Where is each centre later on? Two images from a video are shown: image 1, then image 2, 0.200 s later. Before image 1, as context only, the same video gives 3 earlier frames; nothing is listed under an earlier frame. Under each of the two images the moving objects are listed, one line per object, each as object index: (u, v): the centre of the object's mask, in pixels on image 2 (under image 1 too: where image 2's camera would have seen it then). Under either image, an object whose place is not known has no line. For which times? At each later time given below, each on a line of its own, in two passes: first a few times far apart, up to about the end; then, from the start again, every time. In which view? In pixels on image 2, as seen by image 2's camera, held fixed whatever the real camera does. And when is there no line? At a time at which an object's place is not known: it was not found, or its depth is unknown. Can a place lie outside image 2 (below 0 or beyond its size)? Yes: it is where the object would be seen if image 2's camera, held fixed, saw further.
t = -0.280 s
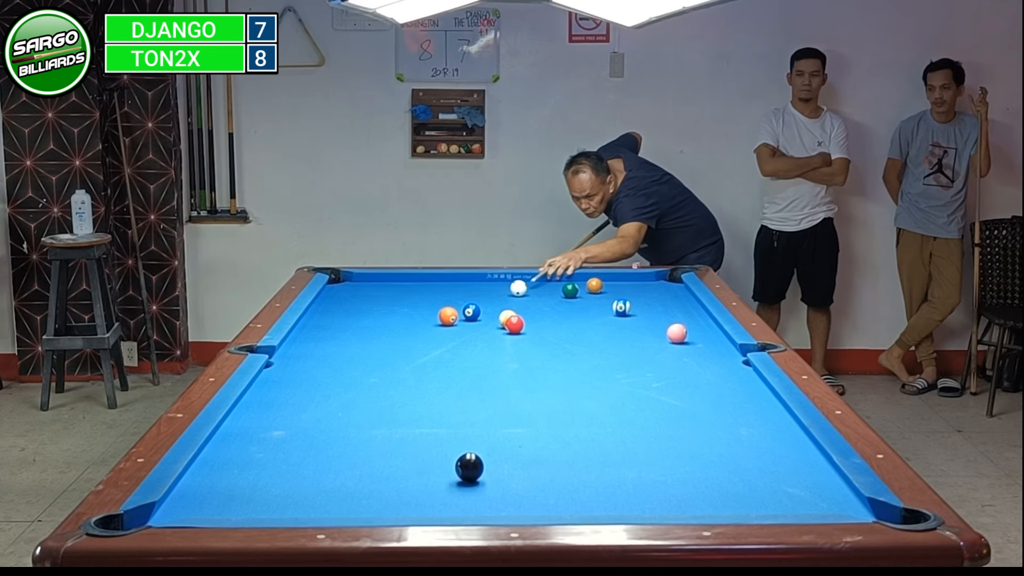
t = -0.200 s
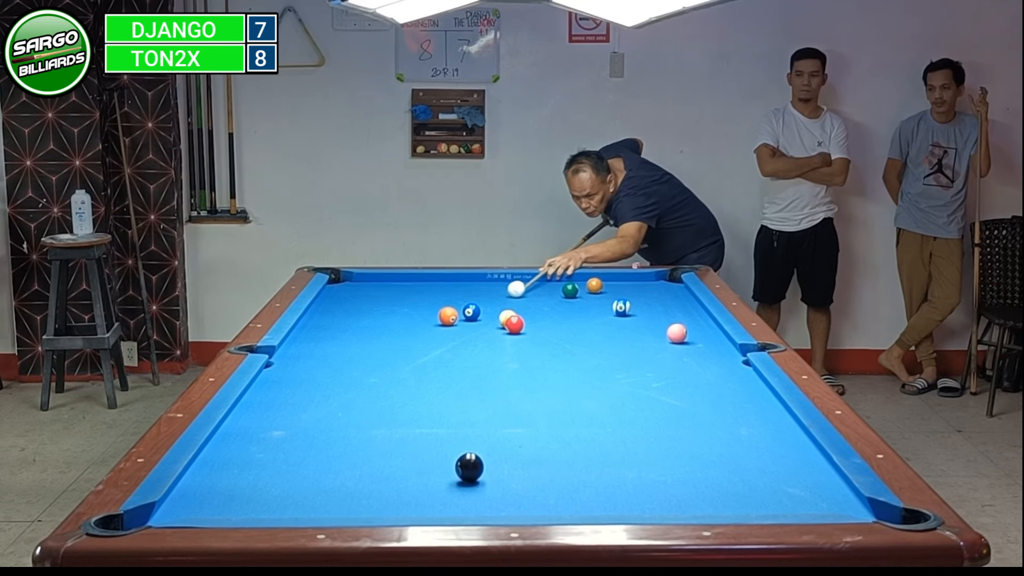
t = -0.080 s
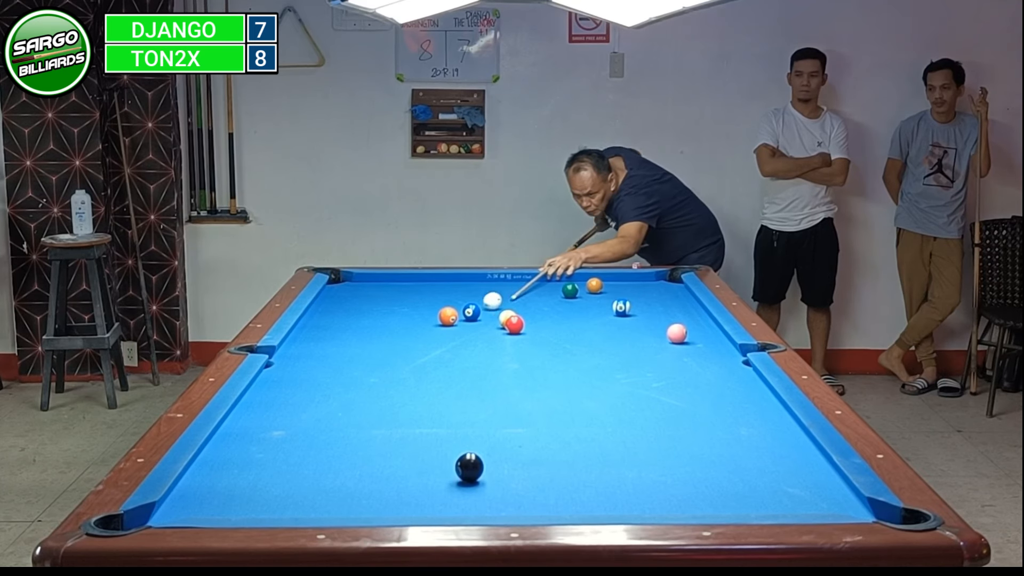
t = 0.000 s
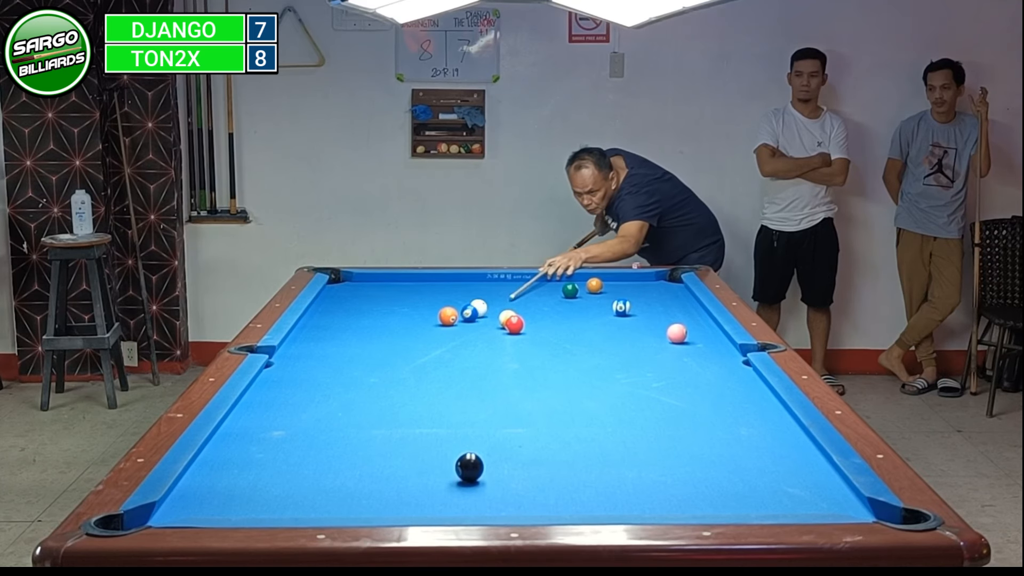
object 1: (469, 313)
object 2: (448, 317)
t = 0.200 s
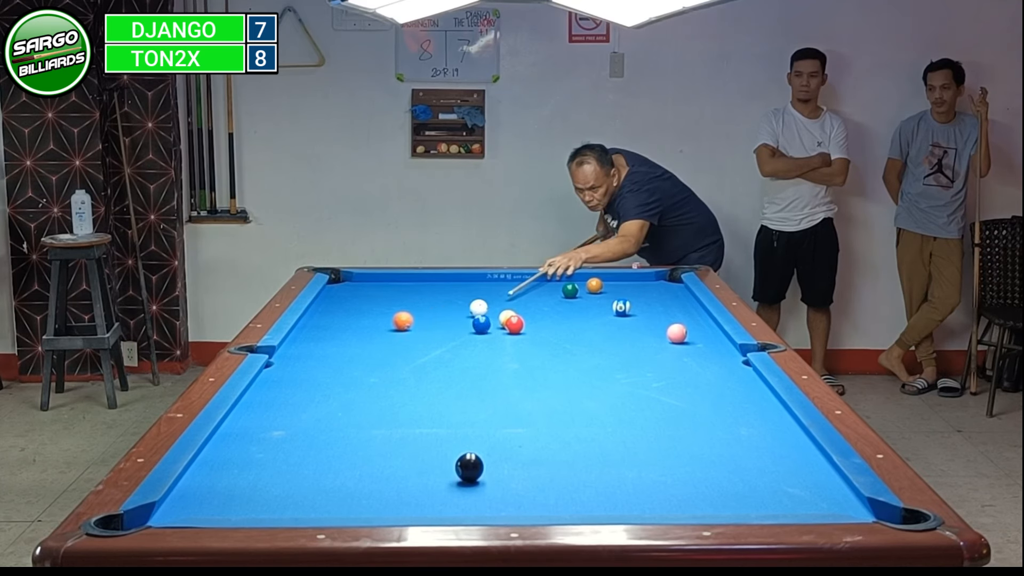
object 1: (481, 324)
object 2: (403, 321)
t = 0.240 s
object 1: (484, 326)
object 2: (395, 322)
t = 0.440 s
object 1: (501, 336)
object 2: (350, 327)
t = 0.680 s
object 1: (524, 348)
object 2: (299, 333)
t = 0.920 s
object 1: (549, 362)
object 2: (324, 336)
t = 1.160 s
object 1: (573, 376)
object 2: (346, 340)
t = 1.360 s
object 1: (596, 389)
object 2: (364, 343)
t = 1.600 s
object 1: (623, 404)
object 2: (384, 347)
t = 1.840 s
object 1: (653, 420)
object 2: (405, 350)
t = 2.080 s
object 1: (683, 438)
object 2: (424, 353)
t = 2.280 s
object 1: (711, 453)
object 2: (440, 355)
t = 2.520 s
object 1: (747, 474)
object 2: (458, 358)
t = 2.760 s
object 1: (783, 494)
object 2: (474, 361)
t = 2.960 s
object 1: (815, 505)
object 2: (487, 363)
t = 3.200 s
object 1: (826, 501)
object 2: (501, 365)
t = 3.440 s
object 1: (833, 495)
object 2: (513, 367)
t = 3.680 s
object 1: (837, 487)
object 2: (523, 369)
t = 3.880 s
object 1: (829, 483)
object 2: (531, 370)
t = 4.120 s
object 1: (819, 479)
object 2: (539, 371)
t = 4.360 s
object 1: (813, 475)
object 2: (545, 372)
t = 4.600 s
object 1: (809, 473)
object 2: (550, 373)
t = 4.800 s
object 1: (806, 472)
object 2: (553, 373)
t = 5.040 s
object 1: (806, 471)
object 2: (555, 373)
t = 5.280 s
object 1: (806, 470)
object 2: (556, 373)
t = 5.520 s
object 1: (806, 470)
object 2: (556, 373)
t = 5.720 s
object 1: (806, 470)
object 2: (556, 373)
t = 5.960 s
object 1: (806, 470)
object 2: (556, 373)
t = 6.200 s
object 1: (806, 470)
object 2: (556, 373)
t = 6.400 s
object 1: (806, 470)
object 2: (556, 373)
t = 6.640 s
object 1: (806, 470)
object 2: (556, 373)
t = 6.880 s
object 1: (806, 470)
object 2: (556, 373)
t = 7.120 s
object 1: (806, 470)
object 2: (556, 373)
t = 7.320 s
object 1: (806, 470)
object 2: (556, 373)
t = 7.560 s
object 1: (806, 470)
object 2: (556, 373)
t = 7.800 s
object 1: (806, 470)
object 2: (556, 373)
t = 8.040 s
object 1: (806, 470)
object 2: (556, 373)
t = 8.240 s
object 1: (806, 470)
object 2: (556, 373)
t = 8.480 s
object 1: (806, 470)
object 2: (556, 373)
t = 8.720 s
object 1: (806, 470)
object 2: (556, 373)
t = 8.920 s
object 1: (806, 470)
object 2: (556, 373)
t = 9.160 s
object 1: (806, 470)
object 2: (556, 373)
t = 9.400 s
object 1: (806, 470)
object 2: (556, 373)
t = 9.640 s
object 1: (806, 470)
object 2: (556, 373)
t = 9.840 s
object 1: (806, 470)
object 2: (556, 373)
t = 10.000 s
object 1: (806, 470)
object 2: (556, 373)
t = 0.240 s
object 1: (484, 326)
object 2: (395, 322)
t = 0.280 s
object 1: (488, 329)
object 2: (384, 323)
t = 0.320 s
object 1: (491, 330)
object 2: (376, 324)
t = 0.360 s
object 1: (494, 332)
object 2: (369, 325)
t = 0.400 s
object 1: (499, 335)
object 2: (357, 326)
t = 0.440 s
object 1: (501, 336)
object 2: (350, 327)
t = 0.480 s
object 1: (505, 338)
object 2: (342, 328)
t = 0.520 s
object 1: (509, 340)
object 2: (330, 329)
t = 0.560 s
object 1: (513, 342)
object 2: (323, 329)
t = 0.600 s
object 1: (517, 345)
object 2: (311, 331)
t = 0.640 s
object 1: (520, 347)
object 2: (304, 331)
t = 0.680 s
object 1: (524, 348)
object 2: (299, 333)
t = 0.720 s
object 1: (528, 351)
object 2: (304, 333)
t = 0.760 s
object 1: (532, 353)
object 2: (308, 334)
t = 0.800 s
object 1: (535, 355)
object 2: (311, 334)
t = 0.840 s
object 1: (540, 357)
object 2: (316, 335)
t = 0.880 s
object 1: (544, 359)
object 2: (319, 336)
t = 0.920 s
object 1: (549, 362)
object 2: (324, 336)
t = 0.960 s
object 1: (552, 364)
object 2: (327, 337)
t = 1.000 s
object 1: (556, 366)
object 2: (330, 337)
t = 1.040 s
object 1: (561, 369)
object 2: (335, 338)
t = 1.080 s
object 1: (564, 371)
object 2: (338, 339)
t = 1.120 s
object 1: (568, 373)
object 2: (341, 339)
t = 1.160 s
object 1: (573, 376)
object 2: (346, 340)
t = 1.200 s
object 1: (577, 378)
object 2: (349, 341)
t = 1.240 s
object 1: (583, 381)
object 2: (353, 341)
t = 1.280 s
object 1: (586, 383)
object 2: (356, 342)
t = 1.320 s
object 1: (590, 386)
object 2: (359, 342)
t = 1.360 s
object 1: (596, 389)
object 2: (364, 343)
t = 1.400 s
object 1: (600, 391)
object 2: (367, 344)
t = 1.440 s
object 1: (604, 393)
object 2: (370, 344)
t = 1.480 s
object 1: (609, 396)
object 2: (374, 345)
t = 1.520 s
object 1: (613, 398)
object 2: (377, 345)
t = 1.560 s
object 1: (619, 402)
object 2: (382, 346)
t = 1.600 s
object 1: (623, 404)
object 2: (384, 347)
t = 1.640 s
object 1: (628, 406)
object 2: (387, 347)
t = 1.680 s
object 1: (634, 410)
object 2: (392, 348)
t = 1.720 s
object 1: (638, 412)
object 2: (395, 348)
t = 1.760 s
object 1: (642, 414)
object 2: (398, 349)
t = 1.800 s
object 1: (648, 418)
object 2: (402, 349)
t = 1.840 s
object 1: (653, 420)
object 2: (405, 350)
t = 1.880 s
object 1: (659, 424)
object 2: (409, 351)
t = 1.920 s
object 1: (663, 427)
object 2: (412, 351)
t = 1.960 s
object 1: (668, 429)
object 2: (414, 352)
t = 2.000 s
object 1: (674, 433)
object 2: (418, 352)
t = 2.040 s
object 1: (679, 435)
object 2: (421, 352)
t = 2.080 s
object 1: (683, 438)
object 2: (424, 353)
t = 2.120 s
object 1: (690, 442)
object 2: (428, 353)
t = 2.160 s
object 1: (695, 444)
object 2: (431, 354)
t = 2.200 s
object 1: (702, 448)
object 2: (434, 355)
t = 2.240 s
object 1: (706, 451)
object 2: (437, 355)
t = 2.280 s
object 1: (711, 453)
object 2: (440, 355)
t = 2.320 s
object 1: (718, 457)
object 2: (444, 356)
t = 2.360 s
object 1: (723, 460)
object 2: (446, 356)
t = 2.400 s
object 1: (728, 463)
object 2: (448, 357)
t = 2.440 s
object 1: (735, 467)
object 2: (452, 357)
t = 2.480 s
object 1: (740, 470)
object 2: (455, 358)
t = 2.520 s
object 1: (747, 474)
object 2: (458, 358)
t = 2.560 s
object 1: (752, 477)
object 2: (460, 359)
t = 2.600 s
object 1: (757, 480)
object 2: (463, 359)
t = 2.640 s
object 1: (765, 484)
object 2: (466, 359)
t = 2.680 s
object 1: (770, 487)
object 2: (469, 360)
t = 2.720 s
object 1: (775, 490)
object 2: (471, 360)
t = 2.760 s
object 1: (783, 494)
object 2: (474, 361)
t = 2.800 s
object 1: (788, 497)
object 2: (476, 361)
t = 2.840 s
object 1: (796, 500)
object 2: (480, 362)
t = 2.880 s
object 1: (801, 502)
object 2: (482, 362)
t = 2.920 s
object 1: (807, 504)
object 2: (484, 362)
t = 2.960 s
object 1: (815, 505)
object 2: (487, 363)
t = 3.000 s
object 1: (819, 506)
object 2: (489, 363)
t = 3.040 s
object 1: (820, 505)
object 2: (491, 363)
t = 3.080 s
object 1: (822, 504)
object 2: (494, 364)
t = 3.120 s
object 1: (823, 503)
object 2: (496, 364)
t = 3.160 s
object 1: (825, 502)
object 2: (499, 365)
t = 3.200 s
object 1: (826, 501)
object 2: (501, 365)
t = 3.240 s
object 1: (827, 501)
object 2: (502, 365)
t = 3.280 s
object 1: (829, 499)
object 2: (505, 366)
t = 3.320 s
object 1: (830, 499)
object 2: (507, 366)
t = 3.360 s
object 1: (831, 498)
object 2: (508, 366)
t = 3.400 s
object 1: (832, 496)
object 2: (511, 367)
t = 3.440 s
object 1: (833, 495)
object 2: (513, 367)
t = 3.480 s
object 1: (835, 493)
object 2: (515, 367)
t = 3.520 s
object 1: (835, 492)
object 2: (517, 367)
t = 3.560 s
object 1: (836, 491)
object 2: (518, 368)
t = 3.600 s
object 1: (838, 489)
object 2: (520, 368)
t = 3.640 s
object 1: (838, 488)
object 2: (522, 368)
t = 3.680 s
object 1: (837, 487)
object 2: (523, 369)
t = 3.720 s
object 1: (835, 486)
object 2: (525, 369)
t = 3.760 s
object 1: (833, 485)
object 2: (526, 369)
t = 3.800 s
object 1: (831, 484)
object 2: (528, 370)
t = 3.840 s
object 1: (830, 484)
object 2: (530, 370)
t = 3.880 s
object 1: (829, 483)
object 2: (531, 370)
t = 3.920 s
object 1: (827, 482)
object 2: (533, 370)
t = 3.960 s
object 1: (825, 481)
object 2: (534, 371)
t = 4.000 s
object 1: (824, 481)
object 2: (535, 371)
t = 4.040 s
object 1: (822, 480)
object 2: (536, 371)
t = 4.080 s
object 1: (821, 479)
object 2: (538, 371)
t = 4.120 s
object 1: (819, 479)
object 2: (539, 371)
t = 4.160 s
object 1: (818, 478)
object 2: (540, 372)
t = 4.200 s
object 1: (817, 477)
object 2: (541, 372)
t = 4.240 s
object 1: (816, 477)
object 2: (542, 372)
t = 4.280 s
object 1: (815, 476)
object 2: (543, 372)
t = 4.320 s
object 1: (814, 476)
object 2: (544, 372)
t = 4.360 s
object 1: (813, 475)
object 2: (545, 372)
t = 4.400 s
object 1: (812, 475)
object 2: (546, 372)
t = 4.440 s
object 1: (811, 475)
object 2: (547, 373)
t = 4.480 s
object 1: (810, 474)
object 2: (548, 373)
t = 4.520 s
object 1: (810, 474)
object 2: (549, 373)
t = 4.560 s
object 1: (809, 473)
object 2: (550, 373)
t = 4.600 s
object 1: (809, 473)
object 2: (550, 373)
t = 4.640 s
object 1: (808, 473)
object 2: (551, 373)
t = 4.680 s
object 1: (807, 472)
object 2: (551, 373)
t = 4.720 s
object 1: (807, 472)
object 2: (552, 373)
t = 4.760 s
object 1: (806, 472)
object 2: (552, 373)
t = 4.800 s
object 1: (806, 472)
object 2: (553, 373)
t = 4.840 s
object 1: (806, 471)
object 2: (553, 373)
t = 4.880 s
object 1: (806, 471)
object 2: (554, 373)
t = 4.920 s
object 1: (806, 471)
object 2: (554, 374)
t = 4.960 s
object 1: (806, 471)
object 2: (554, 373)
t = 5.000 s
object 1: (806, 471)
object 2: (555, 373)
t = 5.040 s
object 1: (806, 471)
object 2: (555, 373)
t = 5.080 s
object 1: (806, 470)
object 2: (555, 373)
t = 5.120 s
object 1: (806, 470)
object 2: (555, 373)
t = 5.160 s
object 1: (806, 470)
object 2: (556, 373)
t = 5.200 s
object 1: (806, 470)
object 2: (556, 373)
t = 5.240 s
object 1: (806, 470)
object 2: (556, 373)
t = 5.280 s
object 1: (806, 470)
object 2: (556, 373)
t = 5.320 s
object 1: (806, 470)
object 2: (556, 373)
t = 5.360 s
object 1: (806, 470)
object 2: (556, 373)
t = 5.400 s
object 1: (806, 470)
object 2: (556, 373)
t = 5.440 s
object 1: (806, 470)
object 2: (556, 373)
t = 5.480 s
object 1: (806, 470)
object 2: (556, 373)
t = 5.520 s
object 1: (806, 470)
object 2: (556, 373)
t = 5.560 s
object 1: (806, 470)
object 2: (556, 373)
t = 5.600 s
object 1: (806, 470)
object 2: (556, 373)
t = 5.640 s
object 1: (806, 470)
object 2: (556, 373)
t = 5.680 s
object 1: (806, 470)
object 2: (556, 373)
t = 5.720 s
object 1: (806, 470)
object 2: (556, 373)
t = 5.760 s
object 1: (806, 470)
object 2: (556, 373)
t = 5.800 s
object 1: (806, 470)
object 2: (556, 373)
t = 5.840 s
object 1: (806, 470)
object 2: (556, 373)
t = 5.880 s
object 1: (806, 470)
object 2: (556, 373)
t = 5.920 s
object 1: (806, 470)
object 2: (556, 373)
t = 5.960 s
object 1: (806, 470)
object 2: (556, 373)
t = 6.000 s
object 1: (806, 470)
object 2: (556, 373)
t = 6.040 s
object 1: (806, 470)
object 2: (556, 373)
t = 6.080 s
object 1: (806, 470)
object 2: (556, 373)
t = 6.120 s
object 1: (806, 470)
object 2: (556, 373)
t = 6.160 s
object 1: (806, 470)
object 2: (556, 373)
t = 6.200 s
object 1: (806, 470)
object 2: (556, 373)
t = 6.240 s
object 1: (806, 470)
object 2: (556, 373)
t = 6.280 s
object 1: (806, 470)
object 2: (556, 373)
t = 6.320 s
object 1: (806, 470)
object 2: (556, 373)
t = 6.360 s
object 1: (806, 470)
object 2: (556, 373)
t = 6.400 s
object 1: (806, 470)
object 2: (556, 373)
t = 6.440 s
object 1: (806, 470)
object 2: (556, 373)
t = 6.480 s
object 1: (806, 470)
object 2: (556, 373)
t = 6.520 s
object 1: (806, 470)
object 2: (556, 373)
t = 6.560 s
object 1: (806, 470)
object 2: (556, 373)
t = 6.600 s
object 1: (806, 470)
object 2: (556, 373)
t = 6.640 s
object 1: (806, 470)
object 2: (556, 373)
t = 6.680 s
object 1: (806, 470)
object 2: (556, 373)
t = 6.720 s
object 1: (806, 470)
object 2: (556, 373)
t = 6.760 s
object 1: (806, 470)
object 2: (556, 373)
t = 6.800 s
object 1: (806, 470)
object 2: (556, 373)
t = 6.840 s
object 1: (806, 470)
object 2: (556, 373)
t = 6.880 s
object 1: (806, 470)
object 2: (556, 373)
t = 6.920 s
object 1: (806, 470)
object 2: (556, 373)
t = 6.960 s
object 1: (806, 470)
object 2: (556, 373)
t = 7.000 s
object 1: (806, 470)
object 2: (556, 373)
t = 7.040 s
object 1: (806, 470)
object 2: (556, 373)
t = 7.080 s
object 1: (806, 470)
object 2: (556, 373)
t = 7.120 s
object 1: (806, 470)
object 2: (556, 373)
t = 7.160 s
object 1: (806, 470)
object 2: (556, 373)
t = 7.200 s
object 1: (806, 470)
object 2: (556, 373)
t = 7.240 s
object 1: (806, 470)
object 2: (556, 373)
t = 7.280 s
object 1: (806, 470)
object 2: (556, 373)
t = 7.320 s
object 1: (806, 470)
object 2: (556, 373)
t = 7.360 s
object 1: (806, 470)
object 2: (556, 373)
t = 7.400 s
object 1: (806, 470)
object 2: (556, 373)
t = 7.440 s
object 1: (806, 470)
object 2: (556, 373)
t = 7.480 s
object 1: (806, 470)
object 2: (556, 373)
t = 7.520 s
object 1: (806, 470)
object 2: (556, 373)
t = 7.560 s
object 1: (806, 470)
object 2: (556, 373)
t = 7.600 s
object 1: (806, 470)
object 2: (556, 373)
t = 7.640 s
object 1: (806, 470)
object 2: (556, 373)
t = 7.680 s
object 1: (806, 470)
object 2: (556, 373)
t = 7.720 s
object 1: (806, 470)
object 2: (556, 373)
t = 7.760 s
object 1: (805, 470)
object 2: (556, 373)
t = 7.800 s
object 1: (806, 470)
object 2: (556, 373)
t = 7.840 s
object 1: (806, 470)
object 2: (556, 373)
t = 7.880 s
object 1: (805, 470)
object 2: (556, 373)
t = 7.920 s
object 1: (806, 470)
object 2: (556, 373)
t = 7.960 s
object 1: (806, 470)
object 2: (556, 373)
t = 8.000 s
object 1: (806, 470)
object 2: (556, 373)
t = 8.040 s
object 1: (806, 470)
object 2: (556, 373)
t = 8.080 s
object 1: (806, 470)
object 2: (556, 373)
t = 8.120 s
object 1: (806, 470)
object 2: (556, 373)
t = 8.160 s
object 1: (806, 470)
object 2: (556, 373)
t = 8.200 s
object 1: (806, 470)
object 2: (556, 373)
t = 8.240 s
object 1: (806, 470)
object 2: (556, 373)
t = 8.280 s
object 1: (806, 470)
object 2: (556, 373)
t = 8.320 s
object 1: (806, 470)
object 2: (556, 373)
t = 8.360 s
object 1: (805, 470)
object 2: (556, 373)
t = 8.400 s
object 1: (806, 470)
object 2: (556, 373)
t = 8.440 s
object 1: (806, 470)
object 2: (556, 373)
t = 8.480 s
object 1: (806, 470)
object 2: (556, 373)
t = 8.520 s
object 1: (806, 470)
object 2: (556, 373)
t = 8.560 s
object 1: (805, 470)
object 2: (556, 373)
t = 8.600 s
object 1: (806, 470)
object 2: (556, 373)
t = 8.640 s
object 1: (805, 470)
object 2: (556, 373)
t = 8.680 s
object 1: (806, 470)
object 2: (556, 373)
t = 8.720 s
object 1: (806, 470)
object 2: (556, 373)
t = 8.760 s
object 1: (805, 470)
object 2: (556, 373)
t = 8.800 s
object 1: (806, 470)
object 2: (556, 373)
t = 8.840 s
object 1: (806, 470)
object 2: (556, 373)
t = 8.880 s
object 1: (806, 470)
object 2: (556, 373)
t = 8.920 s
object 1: (806, 470)
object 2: (556, 373)
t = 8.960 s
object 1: (805, 470)
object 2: (556, 373)
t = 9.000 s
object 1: (806, 470)
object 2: (556, 373)
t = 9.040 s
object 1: (805, 470)
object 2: (556, 373)
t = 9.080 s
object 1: (806, 470)
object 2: (556, 373)
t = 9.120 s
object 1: (806, 470)
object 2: (556, 373)
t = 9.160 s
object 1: (806, 470)
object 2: (556, 373)
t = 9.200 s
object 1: (806, 470)
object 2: (556, 373)
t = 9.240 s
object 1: (806, 470)
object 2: (556, 373)
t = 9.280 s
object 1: (806, 470)
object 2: (556, 373)
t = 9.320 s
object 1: (806, 470)
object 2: (556, 373)
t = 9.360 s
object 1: (806, 470)
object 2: (556, 373)
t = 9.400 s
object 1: (806, 470)
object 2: (556, 373)
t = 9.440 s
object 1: (806, 470)
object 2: (556, 373)
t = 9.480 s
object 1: (806, 470)
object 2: (556, 373)
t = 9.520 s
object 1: (806, 470)
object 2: (556, 373)
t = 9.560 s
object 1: (806, 470)
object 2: (556, 373)
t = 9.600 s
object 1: (806, 470)
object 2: (556, 373)
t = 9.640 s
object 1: (806, 470)
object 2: (556, 373)
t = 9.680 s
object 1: (806, 470)
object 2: (556, 373)
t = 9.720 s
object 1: (806, 470)
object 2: (556, 373)
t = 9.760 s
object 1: (806, 470)
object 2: (556, 373)
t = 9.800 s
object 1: (806, 470)
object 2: (556, 373)
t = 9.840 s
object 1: (806, 470)
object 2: (556, 373)
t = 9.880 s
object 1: (806, 470)
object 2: (556, 373)
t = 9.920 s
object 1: (806, 470)
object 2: (556, 373)
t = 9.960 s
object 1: (806, 470)
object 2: (556, 373)
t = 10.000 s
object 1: (806, 470)
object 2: (556, 373)
